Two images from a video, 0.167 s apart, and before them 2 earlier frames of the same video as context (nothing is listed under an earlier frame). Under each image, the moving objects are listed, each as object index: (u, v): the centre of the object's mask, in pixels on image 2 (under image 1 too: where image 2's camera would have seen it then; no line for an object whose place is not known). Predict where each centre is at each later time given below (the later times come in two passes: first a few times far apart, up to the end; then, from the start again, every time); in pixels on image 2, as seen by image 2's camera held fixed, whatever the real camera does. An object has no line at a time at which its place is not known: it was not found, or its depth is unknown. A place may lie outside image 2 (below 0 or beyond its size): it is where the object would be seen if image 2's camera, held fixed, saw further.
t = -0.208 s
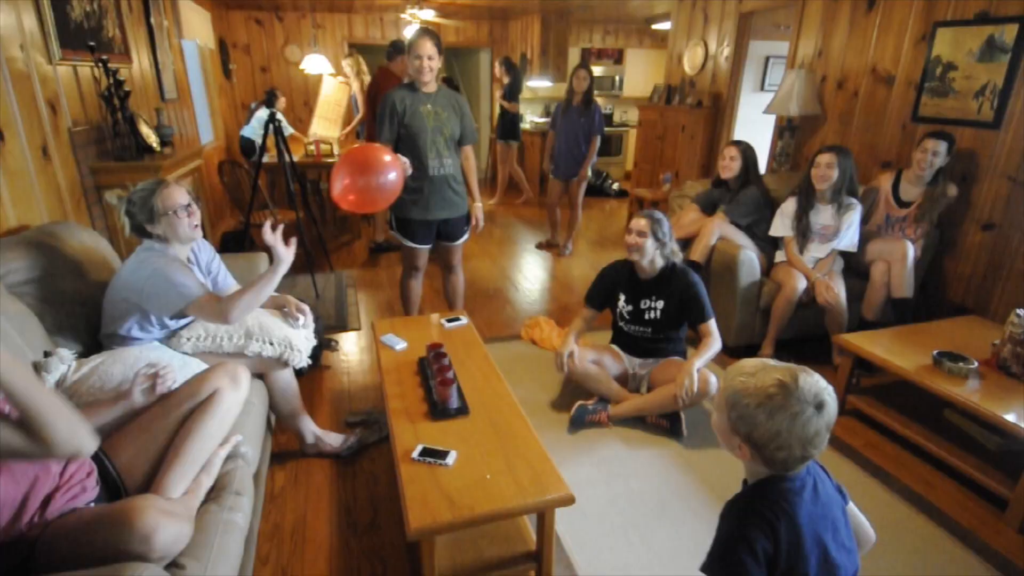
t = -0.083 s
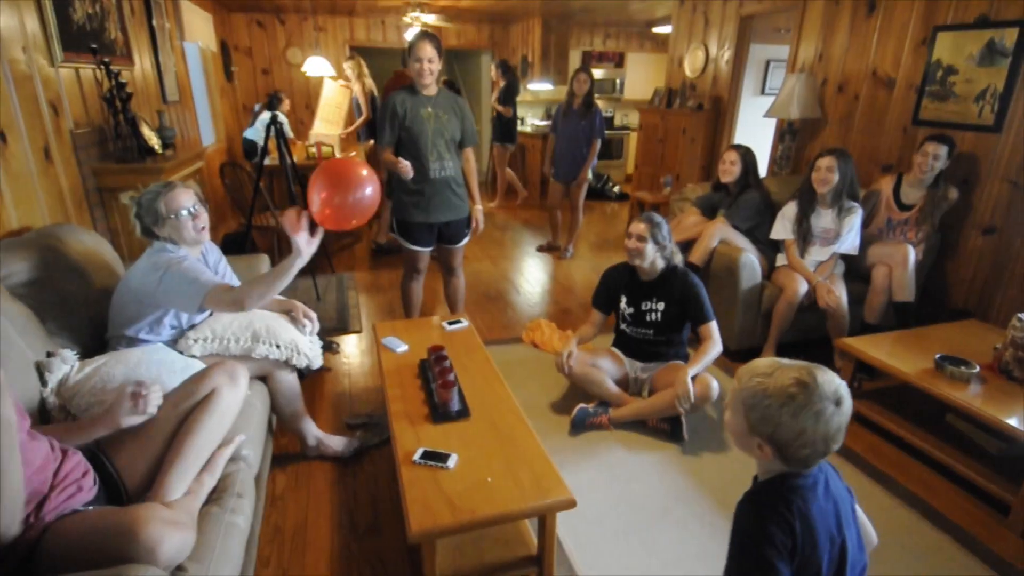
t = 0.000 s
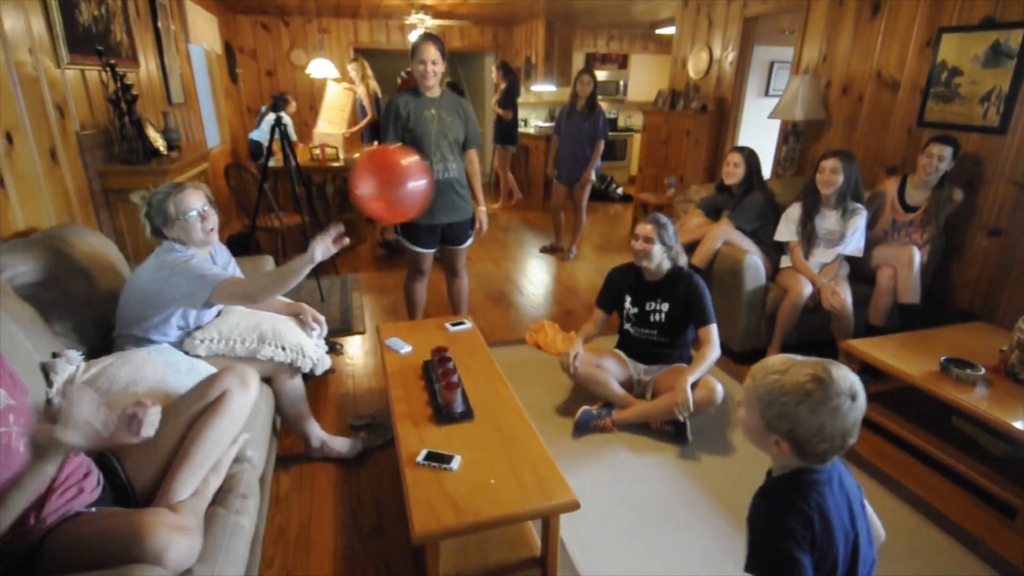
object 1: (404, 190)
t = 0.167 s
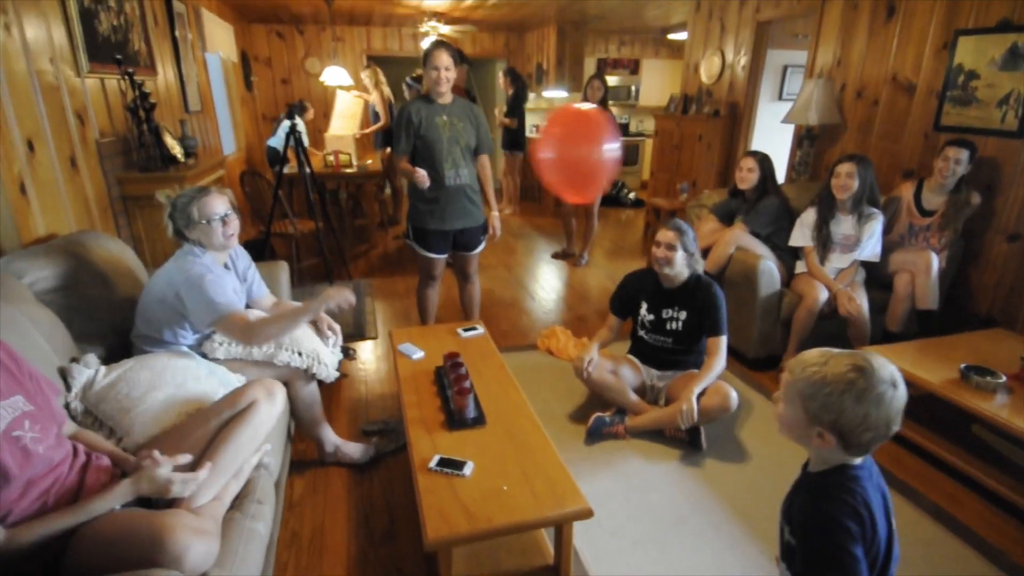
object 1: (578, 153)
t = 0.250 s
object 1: (640, 150)
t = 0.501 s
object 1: (723, 191)
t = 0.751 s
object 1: (744, 251)
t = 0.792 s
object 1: (746, 261)
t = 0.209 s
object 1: (611, 149)
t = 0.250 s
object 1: (640, 150)
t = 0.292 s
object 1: (662, 153)
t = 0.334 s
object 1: (680, 157)
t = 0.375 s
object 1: (693, 164)
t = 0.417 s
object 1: (704, 172)
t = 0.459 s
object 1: (715, 181)
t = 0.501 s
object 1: (723, 191)
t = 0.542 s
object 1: (730, 201)
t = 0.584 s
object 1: (735, 211)
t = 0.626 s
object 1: (738, 222)
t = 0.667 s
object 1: (741, 232)
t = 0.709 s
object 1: (742, 240)
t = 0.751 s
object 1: (744, 251)
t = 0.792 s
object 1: (746, 261)
